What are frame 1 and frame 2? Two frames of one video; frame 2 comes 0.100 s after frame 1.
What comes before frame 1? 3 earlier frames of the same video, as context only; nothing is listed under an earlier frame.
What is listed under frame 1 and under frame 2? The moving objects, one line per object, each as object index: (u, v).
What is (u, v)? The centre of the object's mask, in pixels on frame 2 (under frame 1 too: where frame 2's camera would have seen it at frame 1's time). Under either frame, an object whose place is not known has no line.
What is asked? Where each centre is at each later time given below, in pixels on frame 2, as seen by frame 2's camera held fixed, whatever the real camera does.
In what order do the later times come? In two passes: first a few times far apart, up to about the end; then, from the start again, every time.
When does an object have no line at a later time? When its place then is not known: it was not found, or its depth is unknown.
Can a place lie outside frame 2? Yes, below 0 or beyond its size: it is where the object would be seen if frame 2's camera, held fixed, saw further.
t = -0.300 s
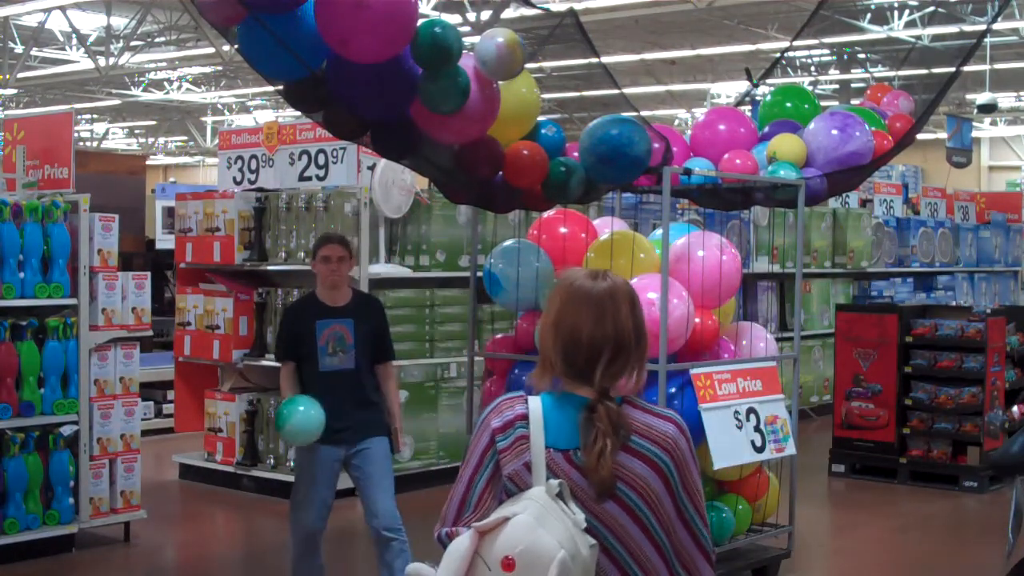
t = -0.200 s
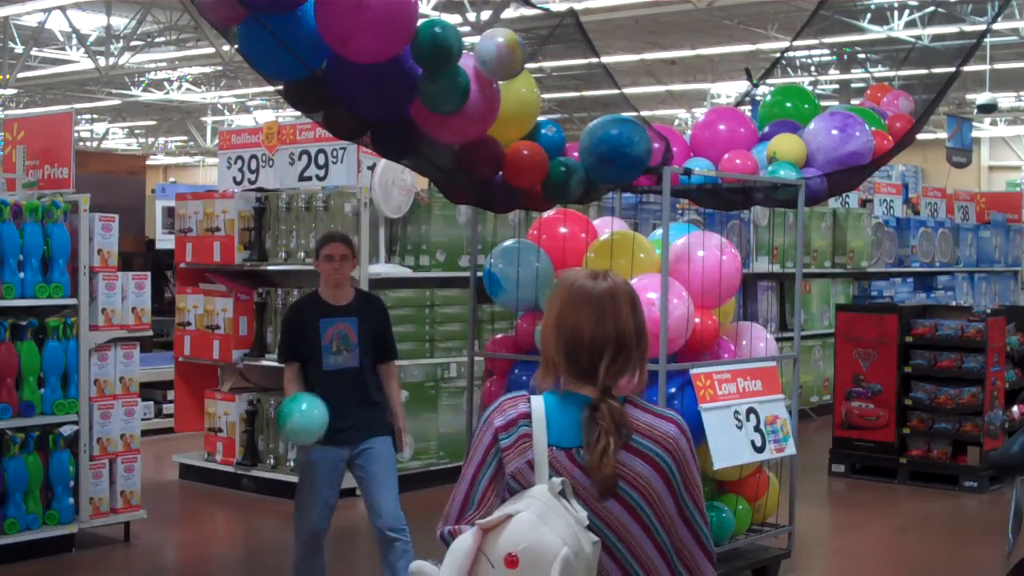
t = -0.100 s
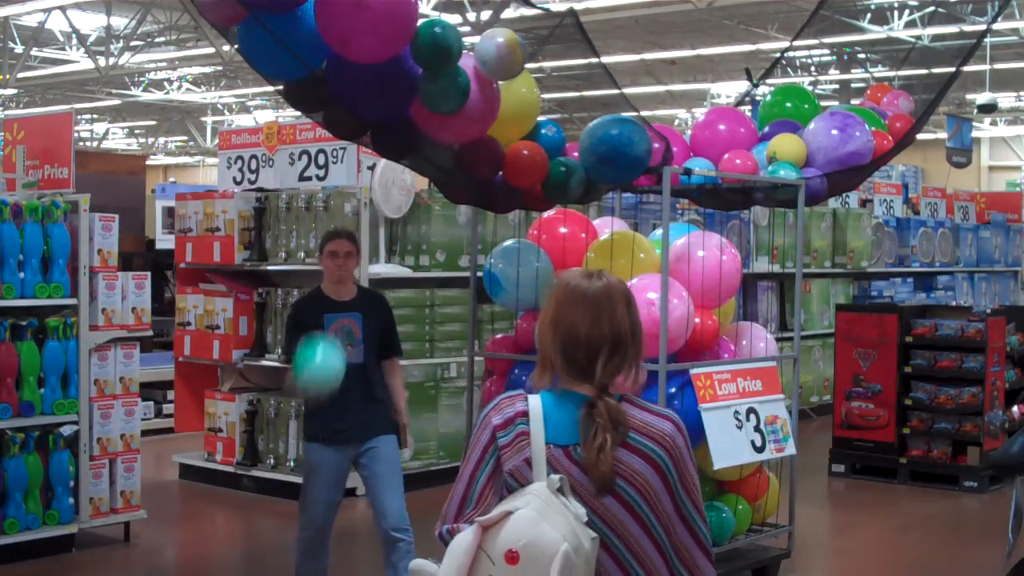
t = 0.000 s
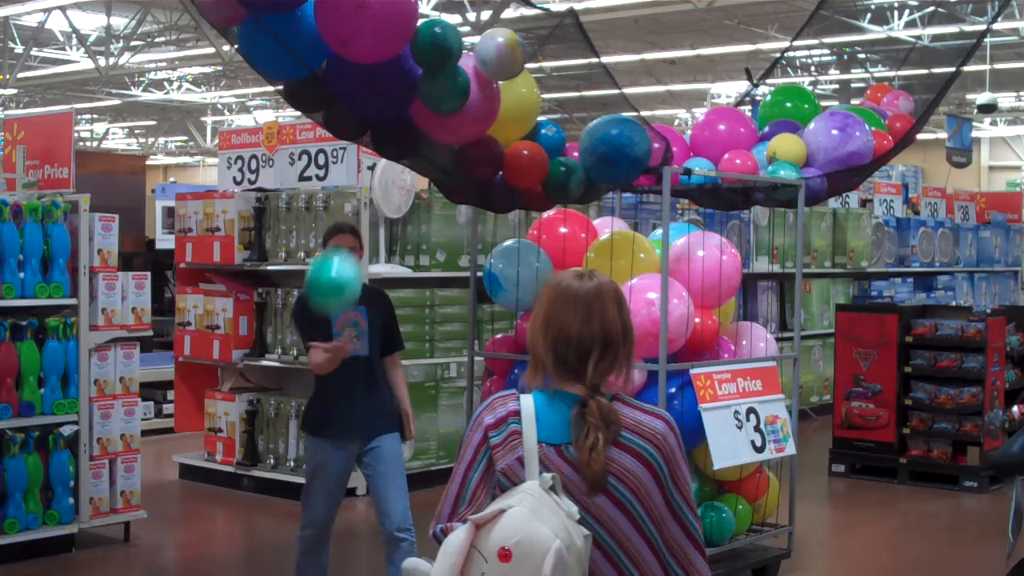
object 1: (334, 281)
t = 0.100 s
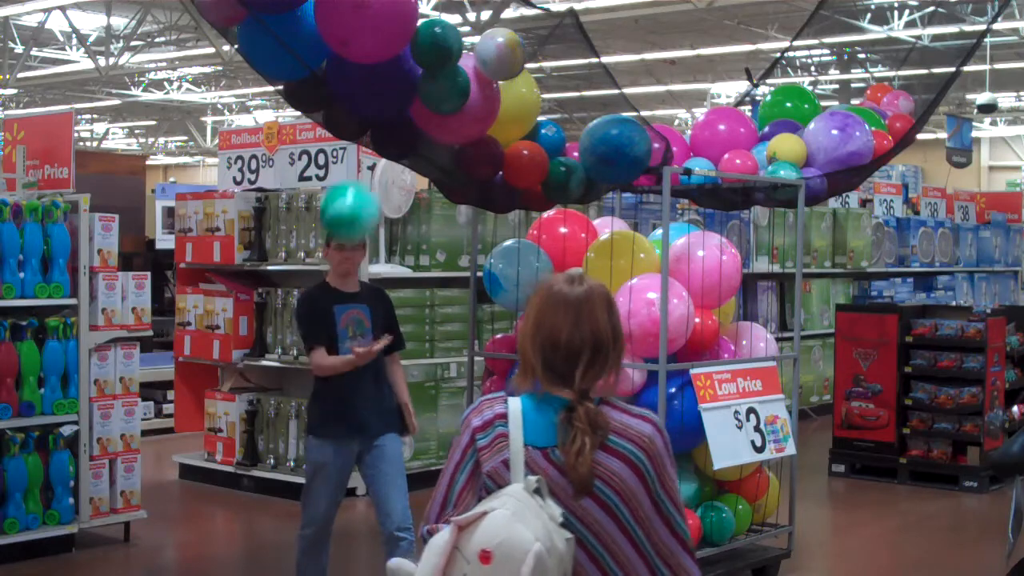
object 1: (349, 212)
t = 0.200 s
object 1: (366, 161)
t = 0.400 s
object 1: (407, 137)
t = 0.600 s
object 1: (452, 247)
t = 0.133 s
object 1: (355, 194)
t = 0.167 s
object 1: (361, 175)
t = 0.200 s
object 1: (366, 161)
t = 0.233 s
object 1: (373, 149)
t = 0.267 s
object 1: (380, 140)
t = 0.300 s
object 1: (386, 135)
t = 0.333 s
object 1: (393, 132)
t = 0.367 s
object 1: (399, 133)
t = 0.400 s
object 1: (407, 137)
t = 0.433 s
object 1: (414, 145)
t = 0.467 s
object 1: (422, 157)
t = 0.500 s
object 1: (429, 173)
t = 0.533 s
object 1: (437, 194)
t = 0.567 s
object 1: (447, 218)
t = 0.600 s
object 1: (452, 247)
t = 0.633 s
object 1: (461, 283)
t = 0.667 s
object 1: (470, 323)
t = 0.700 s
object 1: (474, 369)
